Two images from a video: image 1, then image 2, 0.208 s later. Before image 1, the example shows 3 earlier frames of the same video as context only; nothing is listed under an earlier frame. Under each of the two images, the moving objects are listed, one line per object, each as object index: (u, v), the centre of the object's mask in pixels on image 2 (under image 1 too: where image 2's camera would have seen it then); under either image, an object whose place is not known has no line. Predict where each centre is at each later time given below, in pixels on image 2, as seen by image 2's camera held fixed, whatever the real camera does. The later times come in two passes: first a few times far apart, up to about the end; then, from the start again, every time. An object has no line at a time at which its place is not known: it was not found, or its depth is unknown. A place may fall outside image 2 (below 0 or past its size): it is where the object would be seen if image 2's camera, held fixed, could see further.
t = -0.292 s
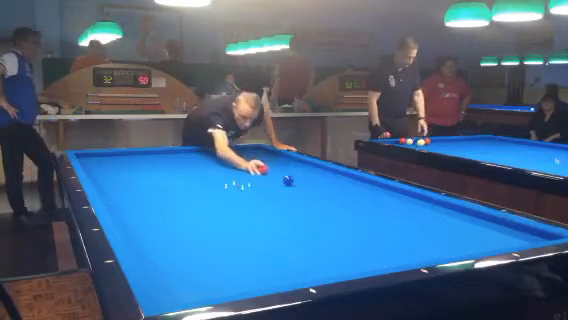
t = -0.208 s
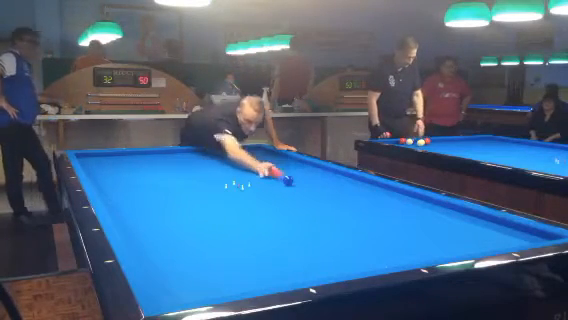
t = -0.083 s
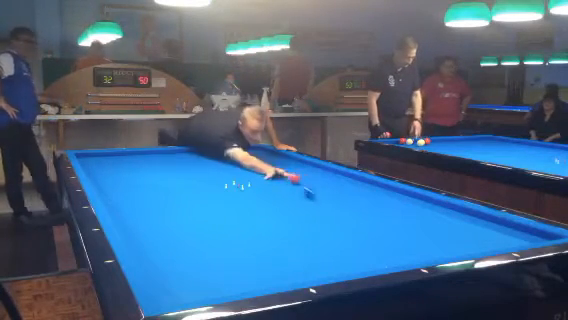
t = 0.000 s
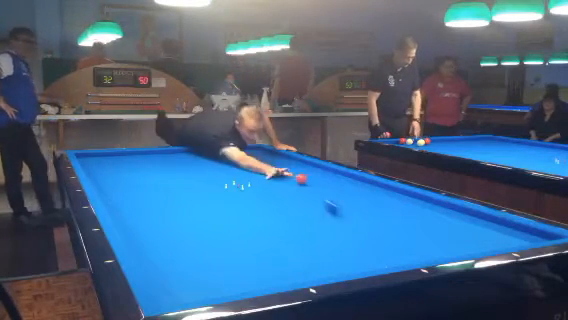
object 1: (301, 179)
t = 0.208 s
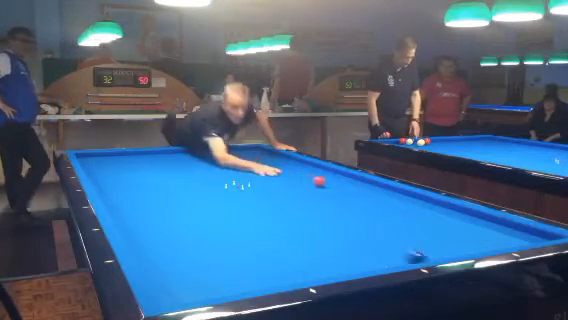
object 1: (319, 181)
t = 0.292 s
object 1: (326, 182)
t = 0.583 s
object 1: (352, 184)
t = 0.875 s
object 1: (378, 187)
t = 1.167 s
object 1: (398, 190)
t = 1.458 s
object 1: (402, 194)
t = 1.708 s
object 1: (407, 198)
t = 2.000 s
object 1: (412, 202)
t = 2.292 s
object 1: (417, 207)
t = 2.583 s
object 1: (423, 211)
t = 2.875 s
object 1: (428, 216)
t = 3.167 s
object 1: (434, 221)
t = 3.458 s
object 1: (439, 226)
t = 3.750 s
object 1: (445, 231)
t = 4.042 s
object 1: (450, 236)
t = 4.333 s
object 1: (456, 241)
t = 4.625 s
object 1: (461, 246)
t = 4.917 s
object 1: (466, 248)
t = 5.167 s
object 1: (466, 249)
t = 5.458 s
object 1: (460, 249)
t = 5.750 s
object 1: (453, 248)
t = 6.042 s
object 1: (448, 248)
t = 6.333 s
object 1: (444, 248)
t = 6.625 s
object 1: (441, 248)
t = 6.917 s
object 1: (439, 248)
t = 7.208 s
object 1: (438, 247)
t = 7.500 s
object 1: (438, 247)
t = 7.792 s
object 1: (438, 247)
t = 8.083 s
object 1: (438, 247)
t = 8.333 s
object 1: (438, 247)
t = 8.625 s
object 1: (438, 247)
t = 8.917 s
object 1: (438, 247)
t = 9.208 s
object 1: (438, 247)
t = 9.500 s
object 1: (437, 247)
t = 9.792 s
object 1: (437, 247)
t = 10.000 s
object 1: (437, 247)
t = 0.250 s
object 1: (322, 181)
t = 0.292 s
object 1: (326, 182)
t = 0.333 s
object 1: (330, 182)
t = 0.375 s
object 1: (333, 183)
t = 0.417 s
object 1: (337, 183)
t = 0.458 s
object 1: (341, 183)
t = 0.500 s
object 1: (344, 184)
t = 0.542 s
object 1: (348, 184)
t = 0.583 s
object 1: (352, 184)
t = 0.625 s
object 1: (355, 185)
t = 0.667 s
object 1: (359, 185)
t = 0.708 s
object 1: (363, 186)
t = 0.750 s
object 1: (366, 186)
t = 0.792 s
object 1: (370, 187)
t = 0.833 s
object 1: (374, 187)
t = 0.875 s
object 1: (378, 187)
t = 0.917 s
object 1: (382, 188)
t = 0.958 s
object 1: (385, 188)
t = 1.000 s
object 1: (389, 188)
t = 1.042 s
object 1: (393, 189)
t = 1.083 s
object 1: (397, 190)
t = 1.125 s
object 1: (397, 190)
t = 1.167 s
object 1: (398, 190)
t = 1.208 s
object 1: (398, 191)
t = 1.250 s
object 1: (399, 191)
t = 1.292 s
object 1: (400, 192)
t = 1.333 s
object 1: (400, 192)
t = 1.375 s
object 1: (401, 193)
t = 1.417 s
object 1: (402, 194)
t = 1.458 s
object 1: (402, 194)
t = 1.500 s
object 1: (403, 195)
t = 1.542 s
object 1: (404, 195)
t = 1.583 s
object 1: (404, 196)
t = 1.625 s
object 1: (405, 197)
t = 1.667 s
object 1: (406, 197)
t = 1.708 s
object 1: (407, 198)
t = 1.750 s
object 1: (407, 198)
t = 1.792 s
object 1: (408, 199)
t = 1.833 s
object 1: (409, 200)
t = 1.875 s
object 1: (409, 200)
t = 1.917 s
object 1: (410, 201)
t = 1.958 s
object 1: (411, 201)
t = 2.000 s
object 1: (412, 202)
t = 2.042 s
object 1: (412, 203)
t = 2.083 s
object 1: (413, 203)
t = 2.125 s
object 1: (414, 204)
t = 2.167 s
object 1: (415, 205)
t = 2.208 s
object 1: (416, 206)
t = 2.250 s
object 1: (416, 206)
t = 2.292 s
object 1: (417, 207)
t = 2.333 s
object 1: (418, 207)
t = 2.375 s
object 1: (418, 208)
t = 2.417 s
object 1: (420, 209)
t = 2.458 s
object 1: (420, 209)
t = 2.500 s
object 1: (421, 210)
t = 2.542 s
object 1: (421, 210)
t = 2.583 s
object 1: (423, 211)
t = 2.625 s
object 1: (423, 212)
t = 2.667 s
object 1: (424, 213)
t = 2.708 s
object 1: (425, 214)
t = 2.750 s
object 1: (426, 214)
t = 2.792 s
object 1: (427, 215)
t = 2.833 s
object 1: (427, 216)
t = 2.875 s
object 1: (428, 216)
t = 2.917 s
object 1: (429, 217)
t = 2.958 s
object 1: (430, 218)
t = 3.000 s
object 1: (431, 219)
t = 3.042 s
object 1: (432, 219)
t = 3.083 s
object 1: (432, 220)
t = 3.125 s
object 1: (433, 221)
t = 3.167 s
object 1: (434, 221)
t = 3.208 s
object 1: (434, 222)
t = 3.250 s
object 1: (435, 223)
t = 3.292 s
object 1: (436, 223)
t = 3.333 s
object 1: (437, 224)
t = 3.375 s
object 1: (438, 225)
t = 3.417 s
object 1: (438, 225)
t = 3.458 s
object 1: (439, 226)
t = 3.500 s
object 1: (440, 227)
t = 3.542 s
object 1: (441, 228)
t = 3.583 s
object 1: (442, 228)
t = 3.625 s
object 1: (443, 229)
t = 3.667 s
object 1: (443, 230)
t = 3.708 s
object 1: (444, 230)
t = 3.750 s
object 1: (445, 231)
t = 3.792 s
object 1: (446, 232)
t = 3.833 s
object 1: (447, 233)
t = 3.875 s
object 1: (448, 233)
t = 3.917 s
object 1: (448, 234)
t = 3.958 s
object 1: (449, 235)
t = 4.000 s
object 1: (450, 235)
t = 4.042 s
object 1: (450, 236)
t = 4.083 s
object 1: (451, 237)
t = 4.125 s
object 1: (452, 237)
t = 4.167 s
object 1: (453, 238)
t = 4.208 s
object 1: (453, 239)
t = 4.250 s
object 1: (454, 239)
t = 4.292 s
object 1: (455, 240)
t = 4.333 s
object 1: (456, 241)
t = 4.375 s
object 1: (456, 242)
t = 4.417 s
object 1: (457, 243)
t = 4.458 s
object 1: (458, 243)
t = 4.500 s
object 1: (459, 244)
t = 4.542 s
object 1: (460, 244)
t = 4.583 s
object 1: (461, 245)
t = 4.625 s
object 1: (461, 246)
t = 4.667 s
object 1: (462, 246)
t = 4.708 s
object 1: (463, 246)
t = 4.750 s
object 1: (463, 247)
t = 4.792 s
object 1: (464, 247)
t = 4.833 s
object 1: (465, 247)
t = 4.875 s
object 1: (465, 248)
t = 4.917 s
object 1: (466, 248)
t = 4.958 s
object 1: (466, 248)
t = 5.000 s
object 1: (467, 249)
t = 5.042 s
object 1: (468, 249)
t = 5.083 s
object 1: (468, 249)
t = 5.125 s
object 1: (468, 249)
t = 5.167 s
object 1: (466, 249)
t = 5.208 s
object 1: (466, 249)
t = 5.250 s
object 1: (464, 249)
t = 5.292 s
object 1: (463, 249)
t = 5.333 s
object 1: (462, 249)
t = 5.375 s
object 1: (462, 249)
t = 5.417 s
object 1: (461, 249)
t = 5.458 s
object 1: (460, 249)
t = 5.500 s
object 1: (459, 249)
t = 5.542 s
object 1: (457, 249)
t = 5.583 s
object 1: (457, 249)
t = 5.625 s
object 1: (456, 249)
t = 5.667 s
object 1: (455, 248)
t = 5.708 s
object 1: (454, 249)
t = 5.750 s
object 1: (453, 248)
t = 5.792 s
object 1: (453, 248)
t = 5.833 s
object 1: (452, 248)
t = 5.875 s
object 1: (451, 248)
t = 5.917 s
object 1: (450, 248)
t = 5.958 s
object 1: (449, 248)
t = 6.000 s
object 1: (449, 248)
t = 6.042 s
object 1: (448, 248)
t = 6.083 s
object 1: (447, 248)
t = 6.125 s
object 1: (447, 248)
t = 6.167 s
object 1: (446, 248)
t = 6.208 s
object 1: (446, 248)
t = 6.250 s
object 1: (445, 248)
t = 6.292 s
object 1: (445, 248)
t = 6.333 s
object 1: (444, 248)
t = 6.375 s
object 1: (443, 248)
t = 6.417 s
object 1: (443, 248)
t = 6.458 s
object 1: (442, 248)
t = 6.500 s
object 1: (442, 248)
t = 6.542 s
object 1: (441, 248)
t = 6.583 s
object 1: (441, 248)
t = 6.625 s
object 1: (441, 248)
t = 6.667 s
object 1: (440, 248)
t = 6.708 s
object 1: (440, 248)
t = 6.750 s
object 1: (440, 248)
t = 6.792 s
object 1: (439, 248)
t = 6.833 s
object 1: (439, 248)
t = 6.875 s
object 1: (439, 248)
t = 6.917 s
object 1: (439, 248)
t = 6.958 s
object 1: (438, 248)
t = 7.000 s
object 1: (438, 248)
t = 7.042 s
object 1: (438, 248)
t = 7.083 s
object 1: (438, 248)
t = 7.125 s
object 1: (438, 248)
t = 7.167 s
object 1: (438, 247)
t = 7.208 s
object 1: (438, 247)
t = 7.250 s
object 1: (438, 247)
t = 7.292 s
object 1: (438, 247)
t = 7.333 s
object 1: (438, 247)
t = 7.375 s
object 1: (438, 247)
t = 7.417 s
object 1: (438, 247)
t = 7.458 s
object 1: (438, 247)
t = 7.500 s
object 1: (438, 247)
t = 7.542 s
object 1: (438, 247)
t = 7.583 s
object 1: (438, 247)
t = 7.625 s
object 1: (438, 247)
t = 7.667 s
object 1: (438, 247)
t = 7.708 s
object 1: (438, 247)
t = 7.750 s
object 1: (438, 247)
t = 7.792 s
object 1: (438, 247)
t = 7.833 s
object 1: (438, 247)
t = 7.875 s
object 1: (438, 247)
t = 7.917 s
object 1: (438, 247)
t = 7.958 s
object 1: (438, 247)
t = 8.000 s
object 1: (438, 247)
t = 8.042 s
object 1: (438, 247)
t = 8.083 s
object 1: (438, 247)
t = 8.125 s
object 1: (438, 247)
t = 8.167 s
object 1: (438, 247)
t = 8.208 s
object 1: (438, 247)
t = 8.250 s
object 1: (438, 247)
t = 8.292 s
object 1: (437, 247)
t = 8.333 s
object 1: (438, 247)
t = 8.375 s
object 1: (438, 247)
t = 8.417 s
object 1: (438, 247)
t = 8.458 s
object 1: (438, 247)
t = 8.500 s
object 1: (438, 247)
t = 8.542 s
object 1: (438, 247)
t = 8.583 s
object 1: (438, 247)
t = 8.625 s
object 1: (438, 247)
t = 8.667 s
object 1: (438, 247)
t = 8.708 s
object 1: (438, 247)
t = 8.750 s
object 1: (438, 247)
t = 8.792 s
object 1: (438, 247)
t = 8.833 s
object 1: (438, 247)
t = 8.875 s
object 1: (438, 247)
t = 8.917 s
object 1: (438, 247)
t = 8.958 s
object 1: (438, 247)
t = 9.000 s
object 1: (438, 247)
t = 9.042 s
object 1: (438, 247)
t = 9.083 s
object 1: (438, 247)
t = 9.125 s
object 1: (438, 247)
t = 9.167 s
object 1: (438, 247)
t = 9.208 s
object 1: (438, 247)
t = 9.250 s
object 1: (438, 247)
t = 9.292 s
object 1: (437, 247)
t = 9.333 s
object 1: (437, 247)
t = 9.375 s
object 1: (438, 247)
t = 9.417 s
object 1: (438, 247)
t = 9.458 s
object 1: (437, 247)
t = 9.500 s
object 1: (437, 247)
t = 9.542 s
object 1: (437, 247)
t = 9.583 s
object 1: (437, 247)
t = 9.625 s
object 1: (437, 247)
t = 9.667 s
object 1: (437, 247)
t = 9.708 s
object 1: (437, 247)
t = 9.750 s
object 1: (437, 247)
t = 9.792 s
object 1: (437, 247)
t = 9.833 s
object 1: (437, 247)
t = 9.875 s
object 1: (437, 247)
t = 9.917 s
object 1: (437, 247)
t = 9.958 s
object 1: (437, 247)
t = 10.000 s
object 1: (437, 247)
